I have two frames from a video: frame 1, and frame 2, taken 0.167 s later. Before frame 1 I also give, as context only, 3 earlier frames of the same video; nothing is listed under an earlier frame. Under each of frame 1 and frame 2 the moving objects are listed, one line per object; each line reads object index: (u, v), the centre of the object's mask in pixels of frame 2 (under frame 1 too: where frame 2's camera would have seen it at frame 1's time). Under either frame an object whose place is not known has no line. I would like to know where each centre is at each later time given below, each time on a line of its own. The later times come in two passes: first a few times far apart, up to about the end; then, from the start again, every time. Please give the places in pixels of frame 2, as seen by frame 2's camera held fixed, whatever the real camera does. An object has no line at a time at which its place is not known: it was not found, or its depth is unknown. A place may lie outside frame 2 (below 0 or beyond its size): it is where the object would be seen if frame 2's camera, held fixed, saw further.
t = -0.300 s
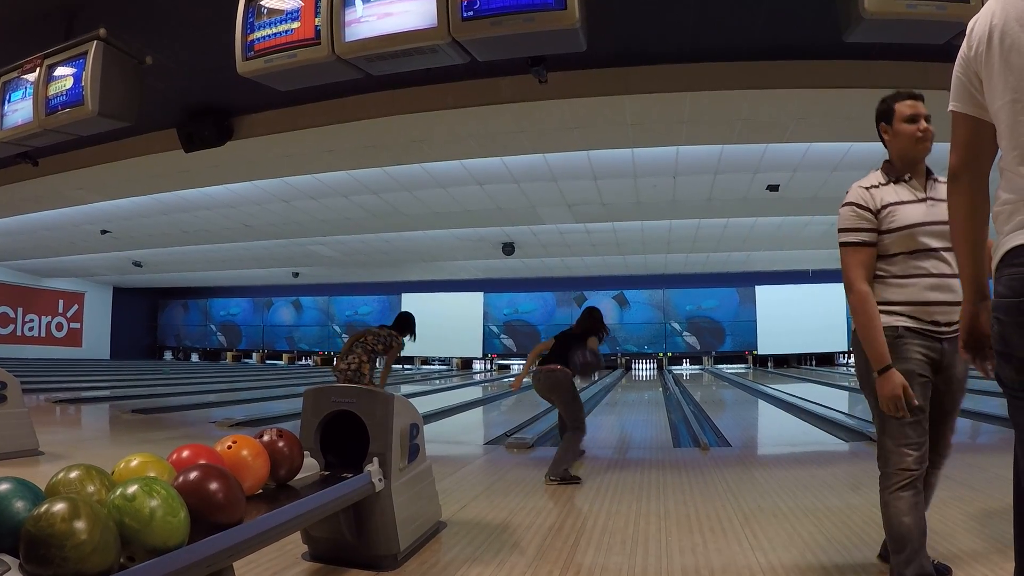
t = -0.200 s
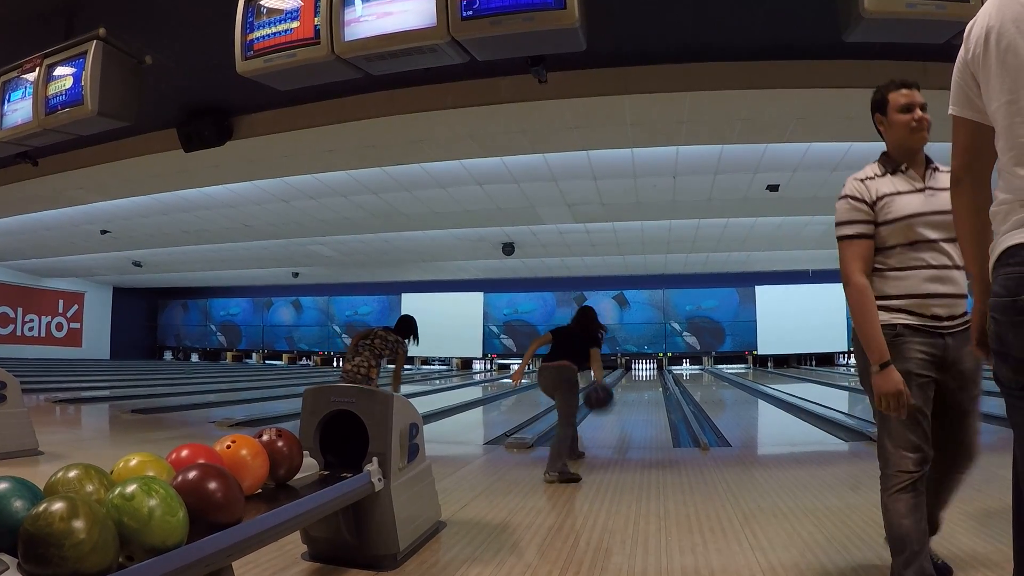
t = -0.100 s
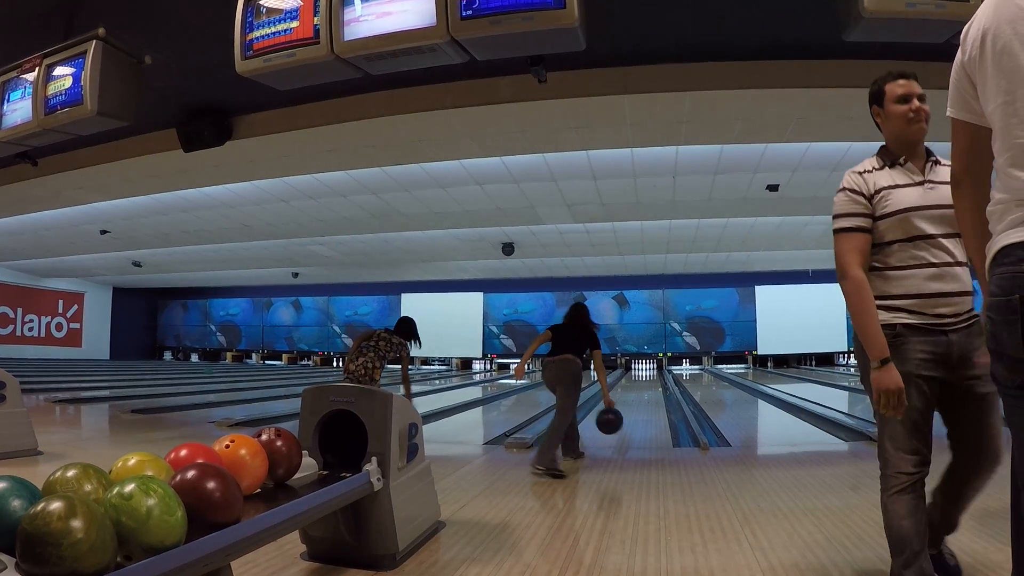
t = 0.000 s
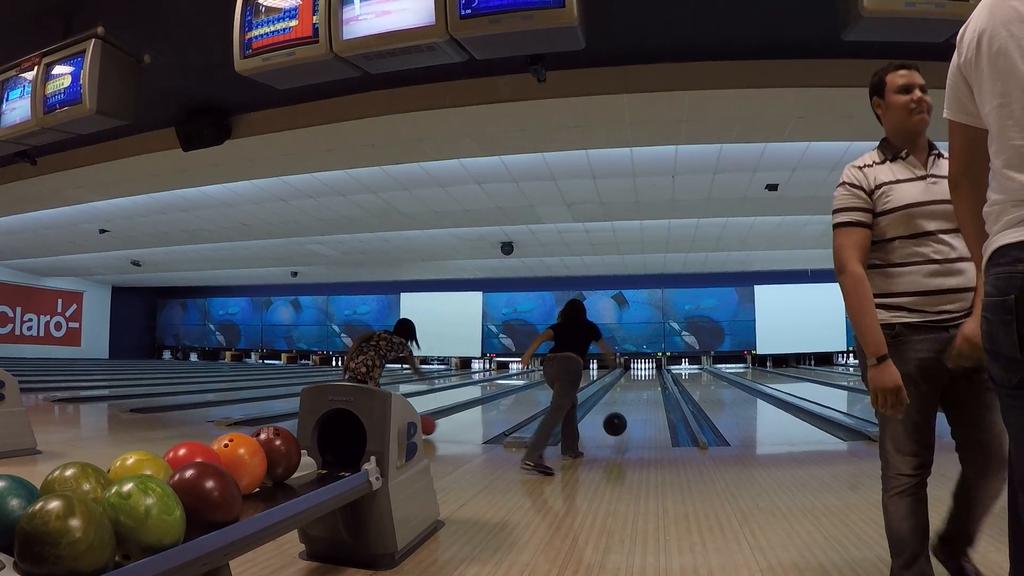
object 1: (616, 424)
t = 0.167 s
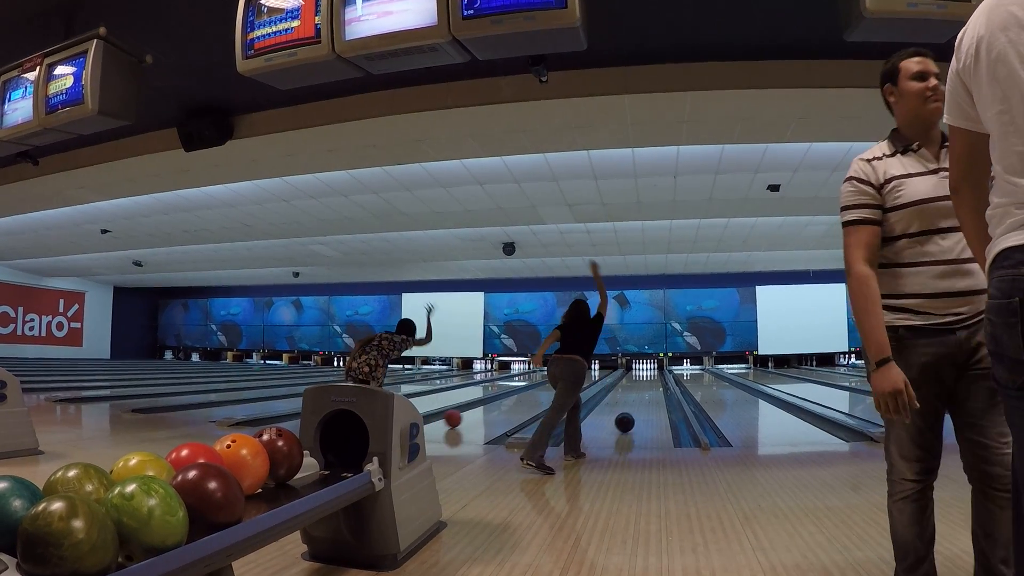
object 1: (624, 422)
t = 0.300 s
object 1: (629, 414)
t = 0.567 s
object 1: (635, 401)
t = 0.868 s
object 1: (640, 392)
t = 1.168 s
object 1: (643, 385)
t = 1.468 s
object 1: (645, 380)
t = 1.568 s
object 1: (645, 379)
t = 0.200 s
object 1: (626, 420)
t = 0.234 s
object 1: (627, 418)
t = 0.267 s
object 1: (628, 416)
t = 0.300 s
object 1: (629, 414)
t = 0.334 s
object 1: (630, 412)
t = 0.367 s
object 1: (631, 410)
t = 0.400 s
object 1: (632, 408)
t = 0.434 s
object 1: (633, 407)
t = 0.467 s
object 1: (634, 405)
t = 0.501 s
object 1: (634, 404)
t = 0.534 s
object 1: (635, 402)
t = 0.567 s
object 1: (635, 401)
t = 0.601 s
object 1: (636, 399)
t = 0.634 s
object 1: (637, 398)
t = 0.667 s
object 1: (637, 397)
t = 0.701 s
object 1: (638, 396)
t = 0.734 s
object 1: (638, 395)
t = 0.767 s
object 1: (639, 394)
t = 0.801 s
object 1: (639, 393)
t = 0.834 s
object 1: (639, 392)
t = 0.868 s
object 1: (640, 392)
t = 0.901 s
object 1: (640, 391)
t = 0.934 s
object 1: (641, 390)
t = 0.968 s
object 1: (641, 389)
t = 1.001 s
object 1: (641, 388)
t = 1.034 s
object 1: (641, 388)
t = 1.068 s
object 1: (642, 387)
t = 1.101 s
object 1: (642, 386)
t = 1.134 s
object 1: (642, 386)
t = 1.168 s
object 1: (643, 385)
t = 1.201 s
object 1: (643, 385)
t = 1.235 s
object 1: (643, 384)
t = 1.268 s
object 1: (643, 383)
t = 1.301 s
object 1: (643, 383)
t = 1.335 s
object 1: (644, 382)
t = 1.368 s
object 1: (644, 382)
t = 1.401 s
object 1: (644, 381)
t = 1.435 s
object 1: (645, 381)
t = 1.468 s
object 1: (645, 380)
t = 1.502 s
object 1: (645, 380)
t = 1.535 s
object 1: (645, 379)
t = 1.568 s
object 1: (645, 379)
